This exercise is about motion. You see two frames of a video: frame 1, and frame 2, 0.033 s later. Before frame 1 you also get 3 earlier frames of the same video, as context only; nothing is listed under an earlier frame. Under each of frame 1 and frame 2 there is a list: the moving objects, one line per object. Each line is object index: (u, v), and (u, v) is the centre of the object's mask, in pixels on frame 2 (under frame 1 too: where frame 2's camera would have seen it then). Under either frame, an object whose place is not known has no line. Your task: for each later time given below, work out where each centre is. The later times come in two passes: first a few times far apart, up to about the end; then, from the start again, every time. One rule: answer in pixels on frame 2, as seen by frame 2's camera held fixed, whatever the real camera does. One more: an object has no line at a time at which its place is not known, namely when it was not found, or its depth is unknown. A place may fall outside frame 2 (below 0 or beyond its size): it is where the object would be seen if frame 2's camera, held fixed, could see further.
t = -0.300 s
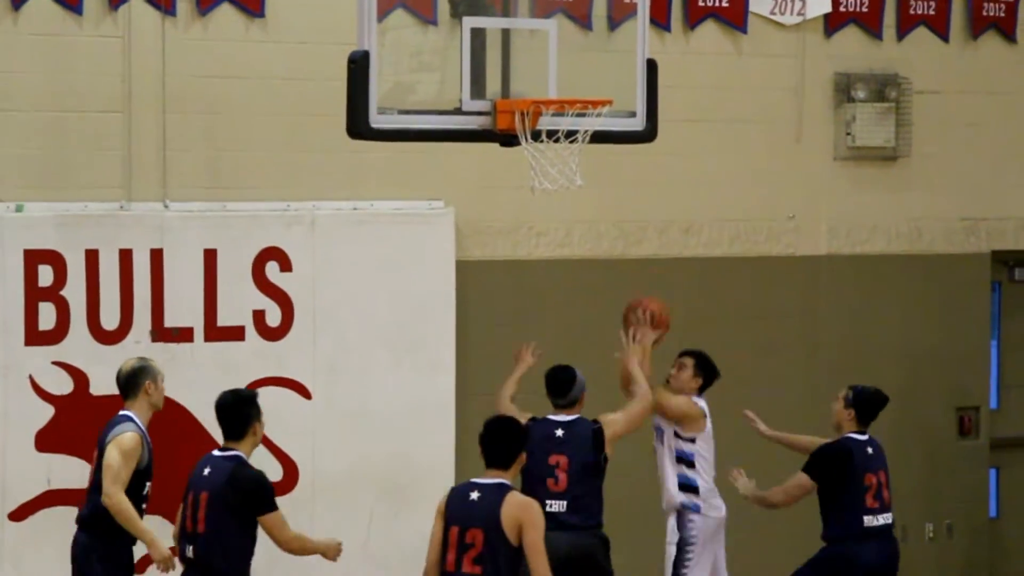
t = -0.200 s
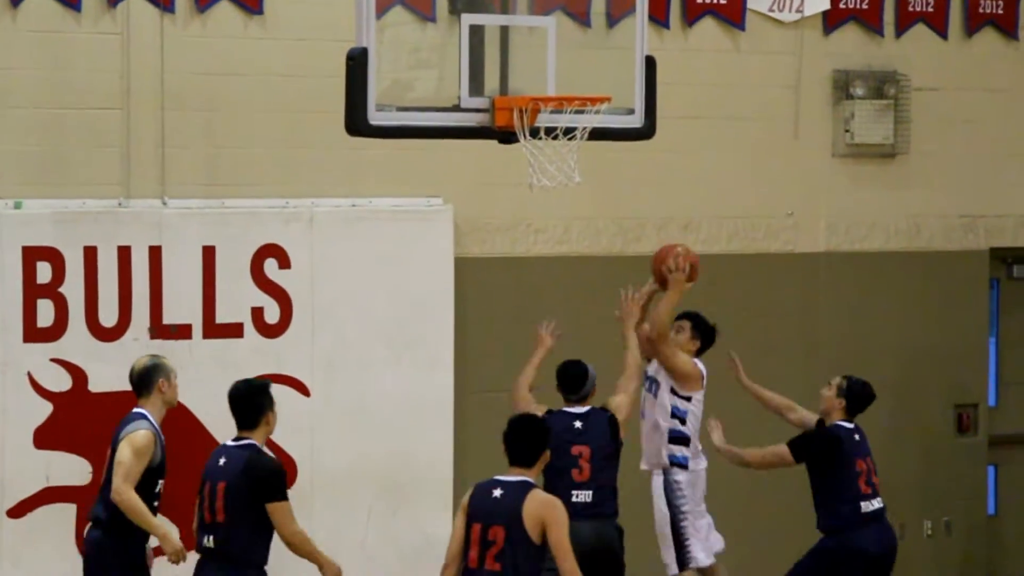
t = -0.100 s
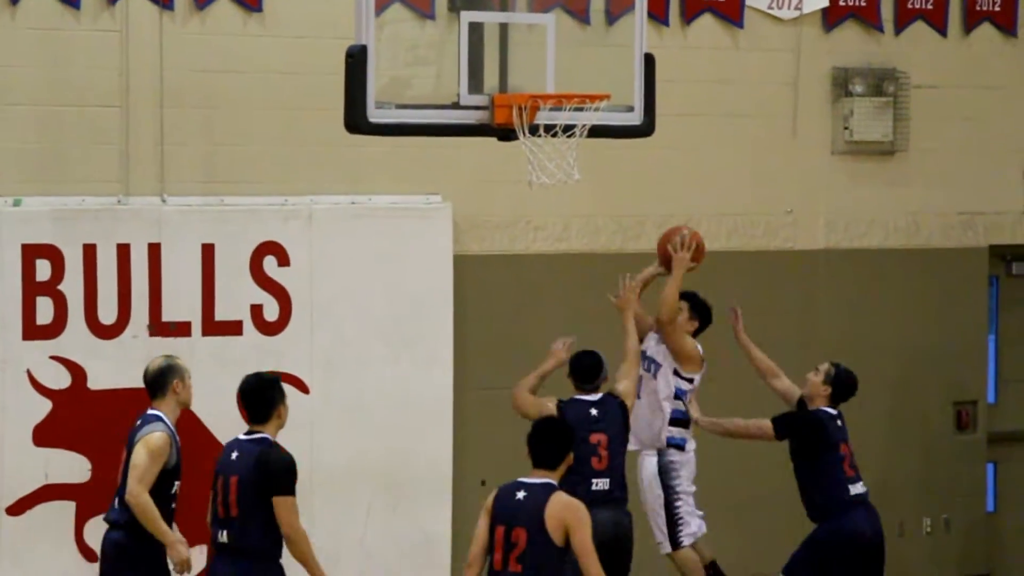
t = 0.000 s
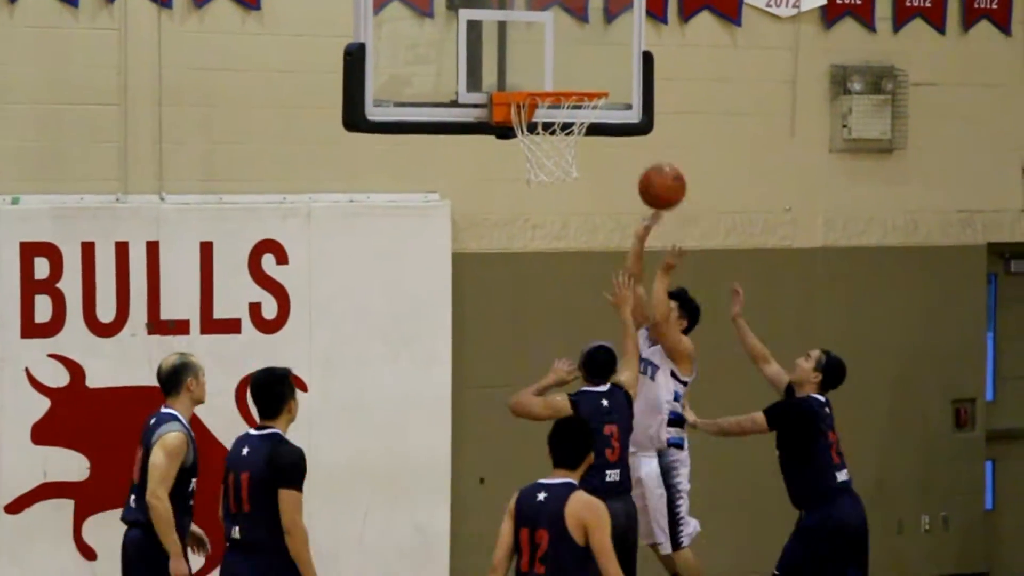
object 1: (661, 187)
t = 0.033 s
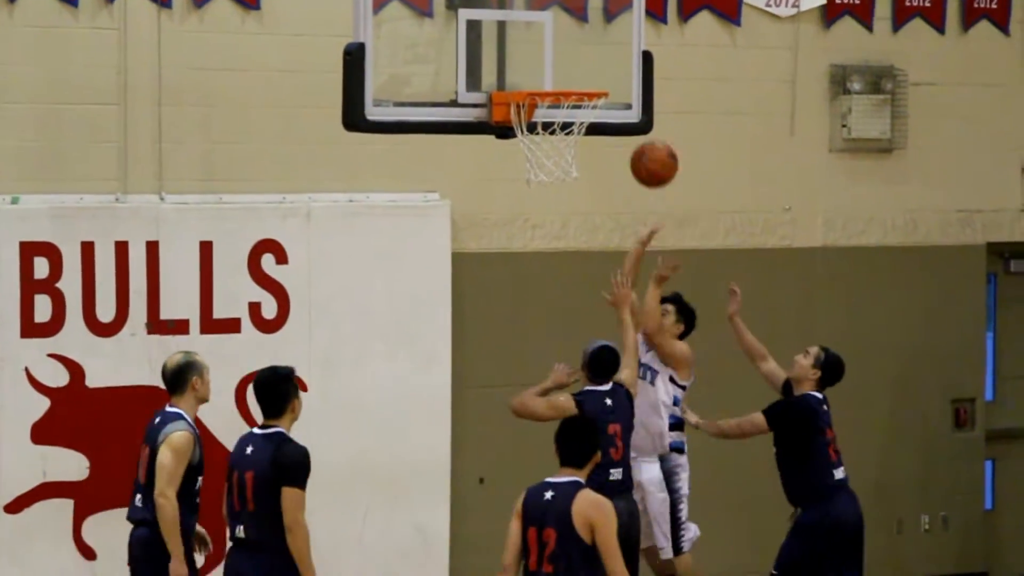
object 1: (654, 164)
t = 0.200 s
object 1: (617, 80)
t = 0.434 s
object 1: (561, 54)
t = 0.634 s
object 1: (565, 71)
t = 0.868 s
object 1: (545, 76)
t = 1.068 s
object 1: (576, 130)
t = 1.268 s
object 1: (591, 155)
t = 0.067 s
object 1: (646, 144)
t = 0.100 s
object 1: (639, 126)
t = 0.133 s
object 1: (631, 110)
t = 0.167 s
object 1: (624, 94)
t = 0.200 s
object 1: (617, 80)
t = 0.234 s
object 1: (608, 70)
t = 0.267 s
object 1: (600, 62)
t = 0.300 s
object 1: (592, 57)
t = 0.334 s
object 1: (585, 52)
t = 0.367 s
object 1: (577, 51)
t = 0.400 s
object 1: (569, 51)
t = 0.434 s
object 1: (561, 54)
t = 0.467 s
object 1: (553, 58)
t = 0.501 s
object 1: (545, 65)
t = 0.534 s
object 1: (537, 71)
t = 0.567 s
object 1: (543, 72)
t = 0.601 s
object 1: (554, 71)
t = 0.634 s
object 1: (565, 71)
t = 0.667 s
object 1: (576, 73)
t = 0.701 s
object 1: (584, 75)
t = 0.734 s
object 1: (577, 73)
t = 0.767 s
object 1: (569, 72)
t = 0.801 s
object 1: (561, 72)
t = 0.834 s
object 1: (553, 73)
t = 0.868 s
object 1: (545, 76)
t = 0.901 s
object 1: (537, 79)
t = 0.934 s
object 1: (544, 95)
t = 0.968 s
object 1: (550, 103)
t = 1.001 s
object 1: (556, 110)
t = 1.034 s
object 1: (568, 119)
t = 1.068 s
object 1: (576, 130)
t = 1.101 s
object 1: (583, 137)
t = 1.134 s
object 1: (588, 140)
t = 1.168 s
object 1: (591, 142)
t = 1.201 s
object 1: (592, 145)
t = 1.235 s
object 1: (592, 150)
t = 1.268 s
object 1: (591, 155)
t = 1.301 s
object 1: (589, 164)
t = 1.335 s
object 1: (588, 174)
